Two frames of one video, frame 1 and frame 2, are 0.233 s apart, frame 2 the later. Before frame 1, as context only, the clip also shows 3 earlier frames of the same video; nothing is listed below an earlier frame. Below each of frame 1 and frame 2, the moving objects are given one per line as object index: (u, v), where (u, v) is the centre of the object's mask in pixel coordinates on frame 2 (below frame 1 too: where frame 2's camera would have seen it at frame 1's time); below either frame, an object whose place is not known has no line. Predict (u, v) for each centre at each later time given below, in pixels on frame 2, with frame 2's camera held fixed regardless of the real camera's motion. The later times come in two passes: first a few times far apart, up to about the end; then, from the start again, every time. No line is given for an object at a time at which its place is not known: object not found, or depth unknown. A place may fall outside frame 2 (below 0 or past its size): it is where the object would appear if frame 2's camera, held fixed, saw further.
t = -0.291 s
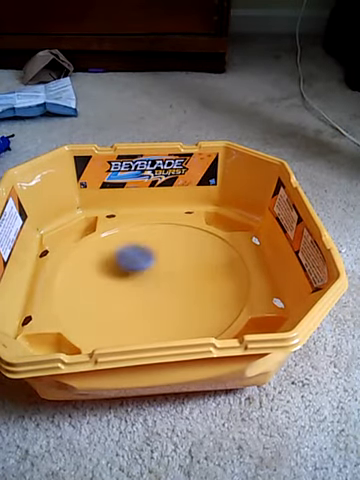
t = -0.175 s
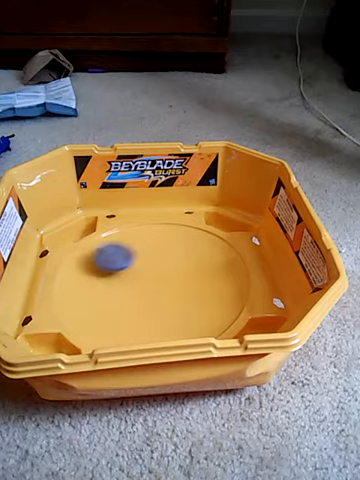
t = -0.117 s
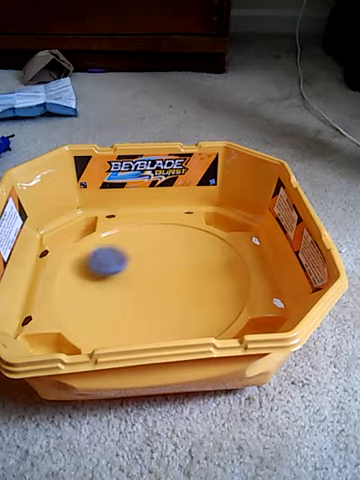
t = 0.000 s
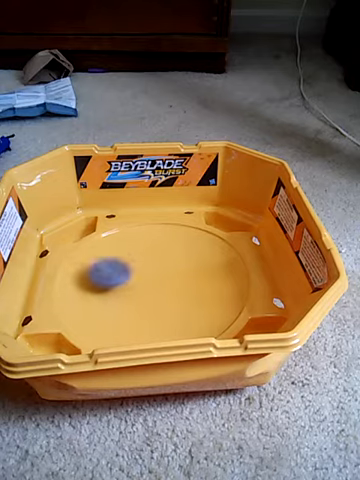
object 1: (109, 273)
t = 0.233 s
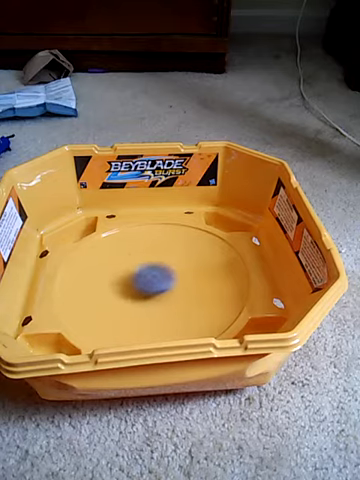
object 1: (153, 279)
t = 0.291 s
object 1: (165, 273)
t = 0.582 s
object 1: (165, 246)
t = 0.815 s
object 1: (139, 267)
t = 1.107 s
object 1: (158, 301)
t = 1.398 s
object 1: (178, 284)
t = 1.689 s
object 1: (130, 272)
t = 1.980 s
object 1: (116, 290)
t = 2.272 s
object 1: (161, 277)
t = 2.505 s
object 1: (168, 253)
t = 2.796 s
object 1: (139, 257)
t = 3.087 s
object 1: (137, 290)
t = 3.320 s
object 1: (164, 300)
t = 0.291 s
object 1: (165, 273)
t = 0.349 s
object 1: (172, 266)
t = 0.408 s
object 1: (176, 259)
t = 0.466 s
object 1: (176, 252)
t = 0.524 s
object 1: (172, 248)
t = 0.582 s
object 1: (165, 246)
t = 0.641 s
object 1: (157, 247)
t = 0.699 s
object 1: (149, 252)
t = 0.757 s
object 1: (143, 259)
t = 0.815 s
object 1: (139, 267)
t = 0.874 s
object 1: (138, 275)
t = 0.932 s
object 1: (139, 283)
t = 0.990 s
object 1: (143, 291)
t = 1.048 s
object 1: (150, 297)
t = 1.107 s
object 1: (158, 301)
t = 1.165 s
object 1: (168, 302)
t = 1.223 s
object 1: (175, 300)
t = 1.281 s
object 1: (180, 295)
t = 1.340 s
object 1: (180, 289)
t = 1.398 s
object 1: (178, 284)
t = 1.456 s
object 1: (171, 279)
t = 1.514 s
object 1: (161, 275)
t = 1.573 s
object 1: (151, 272)
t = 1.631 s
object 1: (141, 271)
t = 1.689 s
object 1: (130, 272)
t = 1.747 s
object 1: (120, 273)
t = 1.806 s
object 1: (112, 277)
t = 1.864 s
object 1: (108, 281)
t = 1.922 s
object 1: (110, 286)
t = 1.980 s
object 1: (116, 290)
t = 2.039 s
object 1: (125, 291)
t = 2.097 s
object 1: (134, 291)
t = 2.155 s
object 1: (145, 287)
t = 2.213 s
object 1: (154, 282)
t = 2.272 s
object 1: (161, 277)
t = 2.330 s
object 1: (166, 271)
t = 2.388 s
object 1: (169, 264)
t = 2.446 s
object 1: (170, 258)
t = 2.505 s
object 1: (168, 253)
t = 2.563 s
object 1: (163, 249)
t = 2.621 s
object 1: (157, 248)
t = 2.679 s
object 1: (151, 249)
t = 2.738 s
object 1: (144, 252)
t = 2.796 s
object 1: (139, 257)
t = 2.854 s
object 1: (135, 264)
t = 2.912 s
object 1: (133, 270)
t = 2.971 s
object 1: (134, 277)
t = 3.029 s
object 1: (135, 284)
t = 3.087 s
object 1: (137, 290)
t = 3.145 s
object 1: (142, 294)
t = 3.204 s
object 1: (149, 298)
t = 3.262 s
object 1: (156, 301)
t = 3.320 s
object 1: (164, 300)
